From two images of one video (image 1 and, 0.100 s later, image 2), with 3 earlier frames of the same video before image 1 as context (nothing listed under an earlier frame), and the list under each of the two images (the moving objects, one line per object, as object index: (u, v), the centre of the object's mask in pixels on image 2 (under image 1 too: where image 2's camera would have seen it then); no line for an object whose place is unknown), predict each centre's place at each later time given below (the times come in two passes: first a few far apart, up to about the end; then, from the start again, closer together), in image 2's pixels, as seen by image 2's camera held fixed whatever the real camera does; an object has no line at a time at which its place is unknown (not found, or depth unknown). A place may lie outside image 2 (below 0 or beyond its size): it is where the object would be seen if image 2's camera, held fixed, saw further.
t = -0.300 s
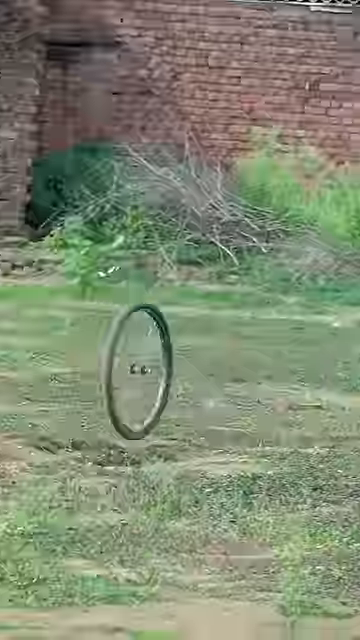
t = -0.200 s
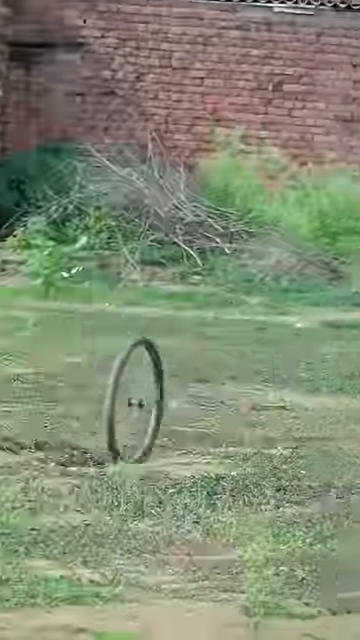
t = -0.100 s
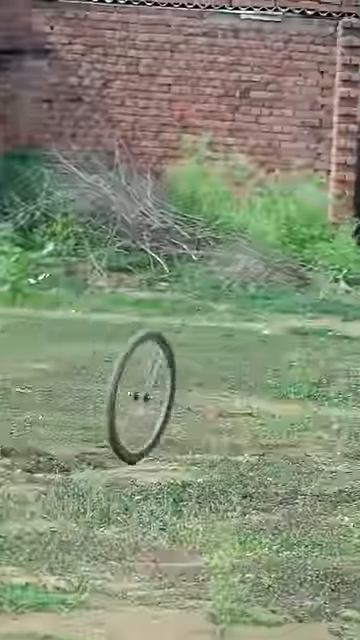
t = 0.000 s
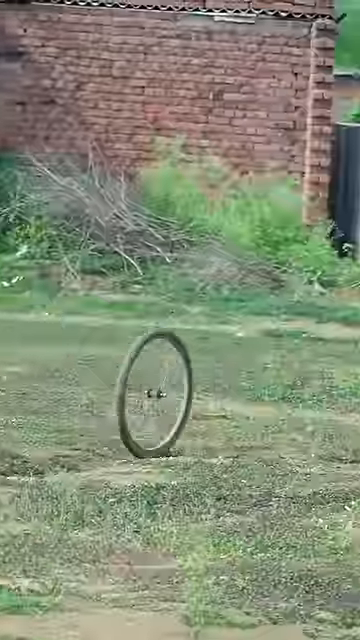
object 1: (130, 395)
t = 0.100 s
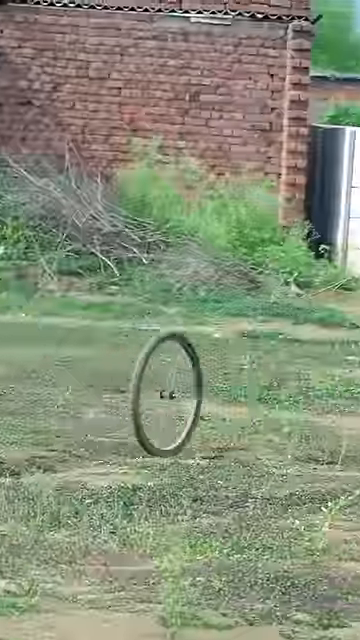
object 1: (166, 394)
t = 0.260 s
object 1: (224, 386)
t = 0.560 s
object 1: (328, 382)
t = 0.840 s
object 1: (427, 384)
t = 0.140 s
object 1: (181, 395)
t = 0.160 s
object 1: (189, 395)
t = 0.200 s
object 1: (203, 390)
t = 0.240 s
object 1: (217, 387)
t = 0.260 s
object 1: (224, 386)
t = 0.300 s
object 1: (237, 385)
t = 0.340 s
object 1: (251, 385)
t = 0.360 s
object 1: (257, 384)
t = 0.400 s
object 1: (272, 384)
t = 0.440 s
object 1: (286, 383)
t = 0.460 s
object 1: (292, 382)
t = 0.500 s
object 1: (307, 383)
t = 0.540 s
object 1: (321, 383)
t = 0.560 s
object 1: (328, 382)
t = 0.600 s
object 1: (342, 381)
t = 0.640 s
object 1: (356, 383)
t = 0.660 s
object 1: (362, 384)
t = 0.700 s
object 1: (376, 383)
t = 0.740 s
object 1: (391, 385)
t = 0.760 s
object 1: (398, 385)
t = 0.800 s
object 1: (413, 384)
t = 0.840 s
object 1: (427, 384)
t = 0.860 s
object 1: (435, 384)
